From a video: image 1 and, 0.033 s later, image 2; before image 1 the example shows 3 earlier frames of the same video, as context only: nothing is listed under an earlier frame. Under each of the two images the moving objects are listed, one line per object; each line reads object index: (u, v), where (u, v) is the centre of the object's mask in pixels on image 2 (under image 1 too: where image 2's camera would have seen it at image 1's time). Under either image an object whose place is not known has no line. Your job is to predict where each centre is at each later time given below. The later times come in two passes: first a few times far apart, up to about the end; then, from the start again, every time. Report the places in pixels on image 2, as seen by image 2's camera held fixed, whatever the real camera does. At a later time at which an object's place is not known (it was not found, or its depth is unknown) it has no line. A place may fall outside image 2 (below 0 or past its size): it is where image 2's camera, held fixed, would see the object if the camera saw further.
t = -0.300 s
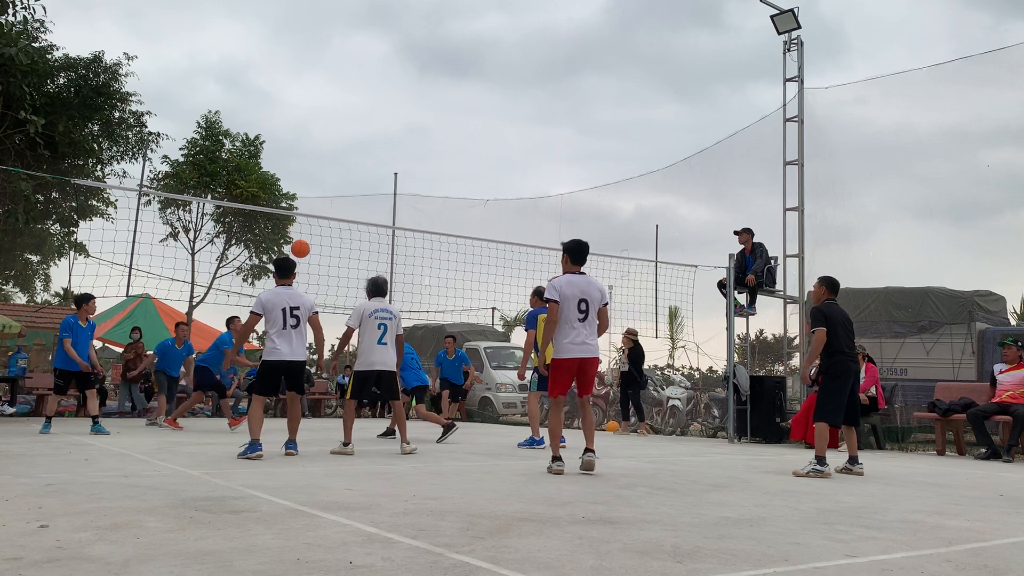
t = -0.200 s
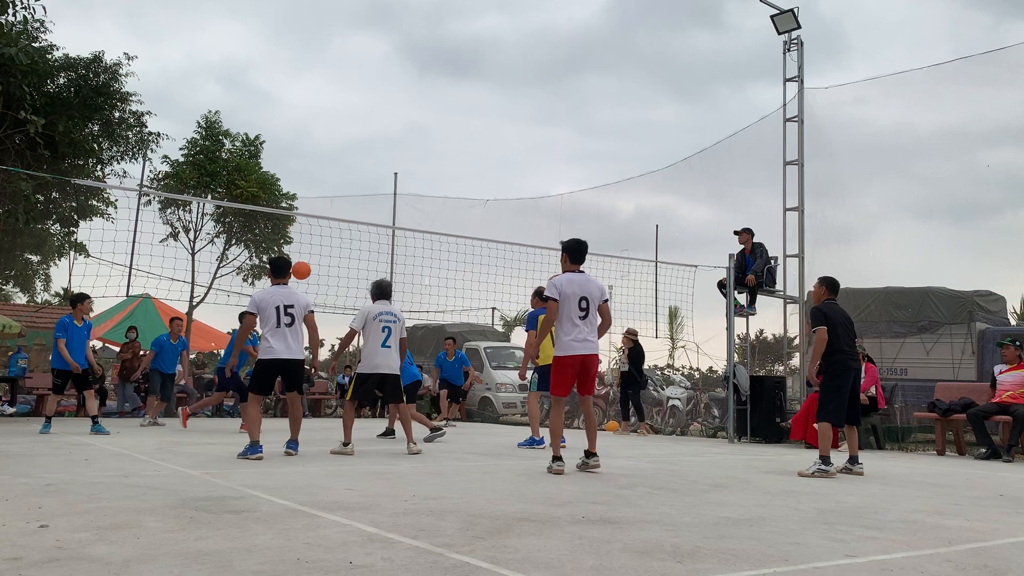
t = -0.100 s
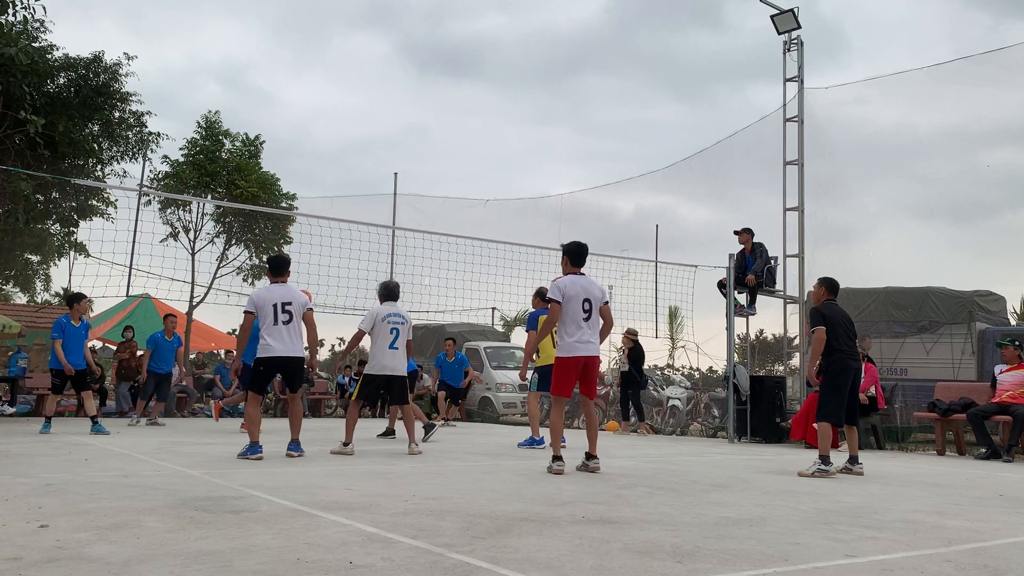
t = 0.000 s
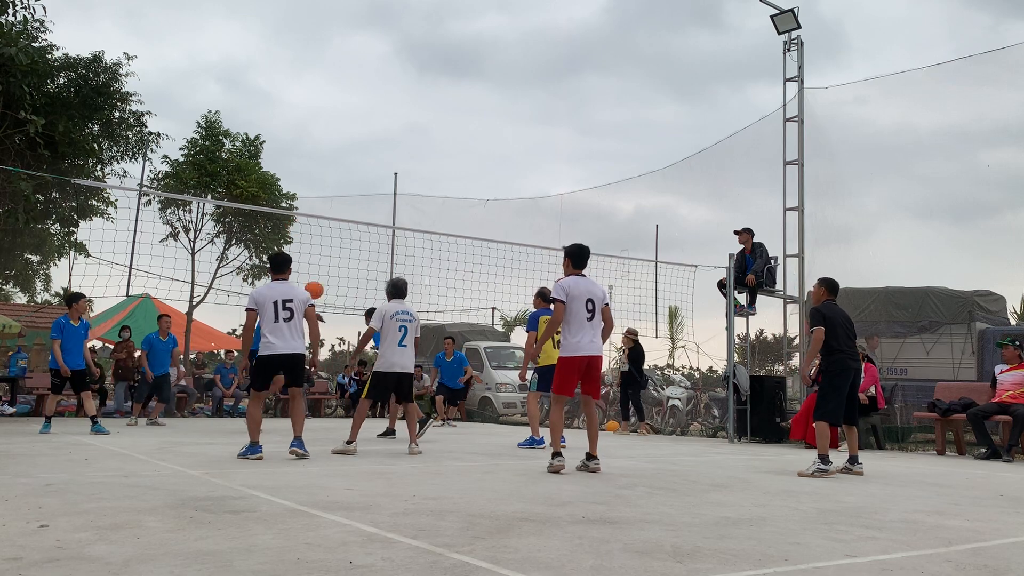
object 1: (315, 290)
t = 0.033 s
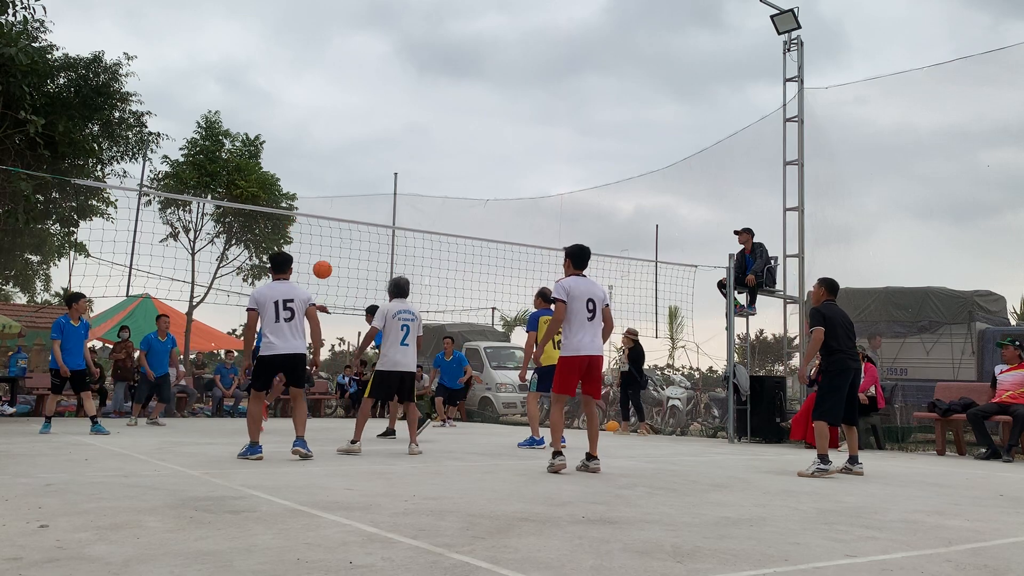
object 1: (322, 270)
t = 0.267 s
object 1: (376, 152)
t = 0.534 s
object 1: (428, 75)
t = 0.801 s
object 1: (476, 52)
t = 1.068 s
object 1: (522, 80)
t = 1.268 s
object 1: (554, 136)
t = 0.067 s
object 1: (331, 250)
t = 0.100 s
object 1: (339, 231)
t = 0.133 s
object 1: (347, 212)
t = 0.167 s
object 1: (354, 197)
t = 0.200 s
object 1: (362, 181)
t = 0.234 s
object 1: (369, 166)
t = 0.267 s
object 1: (376, 152)
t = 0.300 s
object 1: (383, 140)
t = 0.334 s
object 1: (389, 128)
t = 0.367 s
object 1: (396, 117)
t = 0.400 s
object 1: (402, 107)
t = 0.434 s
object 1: (409, 98)
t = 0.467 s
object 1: (415, 89)
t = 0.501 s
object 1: (421, 82)
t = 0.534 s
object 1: (428, 75)
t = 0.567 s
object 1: (434, 70)
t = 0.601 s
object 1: (440, 65)
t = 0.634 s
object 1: (446, 61)
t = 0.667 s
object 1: (452, 57)
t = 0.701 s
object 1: (458, 55)
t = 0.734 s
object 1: (464, 53)
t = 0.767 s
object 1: (470, 52)
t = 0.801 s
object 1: (476, 52)
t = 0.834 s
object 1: (482, 53)
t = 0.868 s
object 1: (488, 54)
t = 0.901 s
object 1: (494, 57)
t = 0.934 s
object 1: (499, 60)
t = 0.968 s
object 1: (505, 64)
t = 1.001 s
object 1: (511, 69)
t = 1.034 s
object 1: (516, 74)
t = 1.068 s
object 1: (522, 80)
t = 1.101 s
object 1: (528, 88)
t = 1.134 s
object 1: (533, 96)
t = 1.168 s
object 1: (538, 105)
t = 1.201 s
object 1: (544, 114)
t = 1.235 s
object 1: (549, 125)
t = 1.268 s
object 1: (554, 136)
